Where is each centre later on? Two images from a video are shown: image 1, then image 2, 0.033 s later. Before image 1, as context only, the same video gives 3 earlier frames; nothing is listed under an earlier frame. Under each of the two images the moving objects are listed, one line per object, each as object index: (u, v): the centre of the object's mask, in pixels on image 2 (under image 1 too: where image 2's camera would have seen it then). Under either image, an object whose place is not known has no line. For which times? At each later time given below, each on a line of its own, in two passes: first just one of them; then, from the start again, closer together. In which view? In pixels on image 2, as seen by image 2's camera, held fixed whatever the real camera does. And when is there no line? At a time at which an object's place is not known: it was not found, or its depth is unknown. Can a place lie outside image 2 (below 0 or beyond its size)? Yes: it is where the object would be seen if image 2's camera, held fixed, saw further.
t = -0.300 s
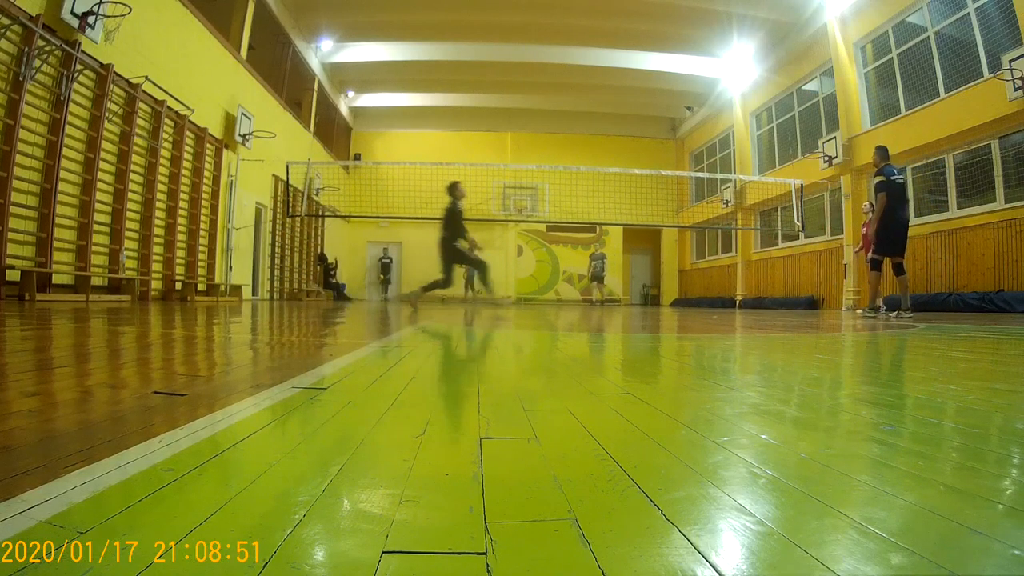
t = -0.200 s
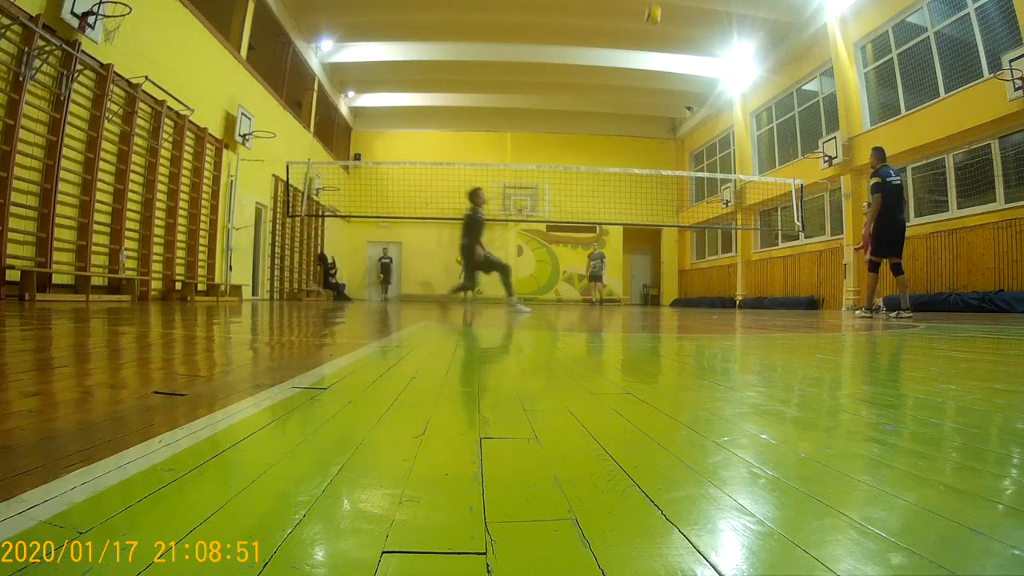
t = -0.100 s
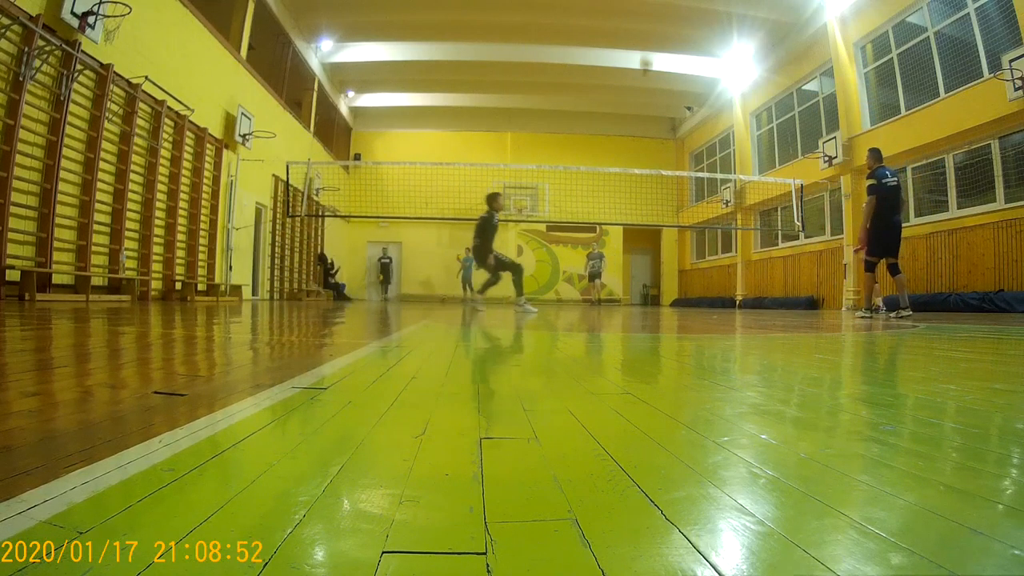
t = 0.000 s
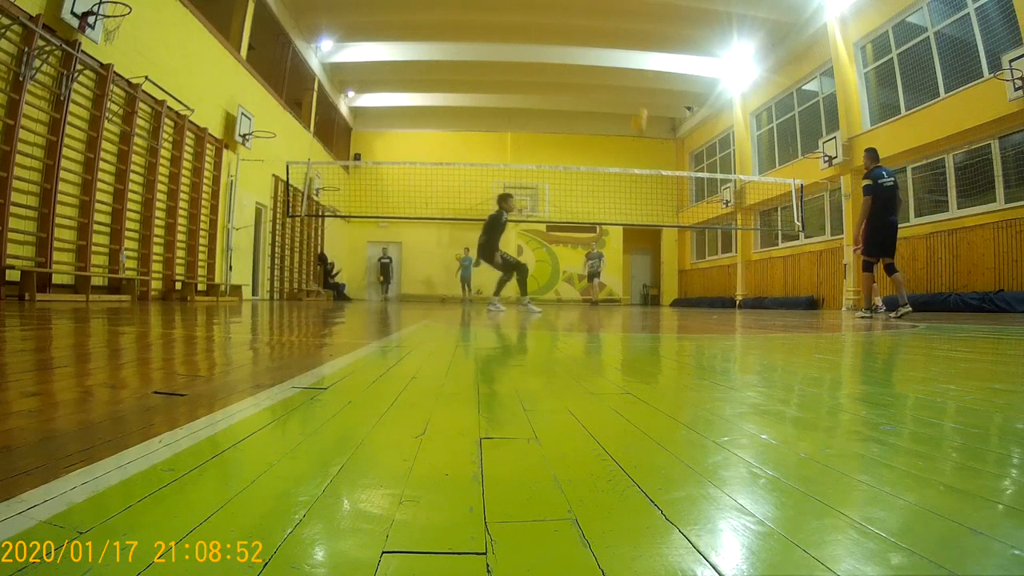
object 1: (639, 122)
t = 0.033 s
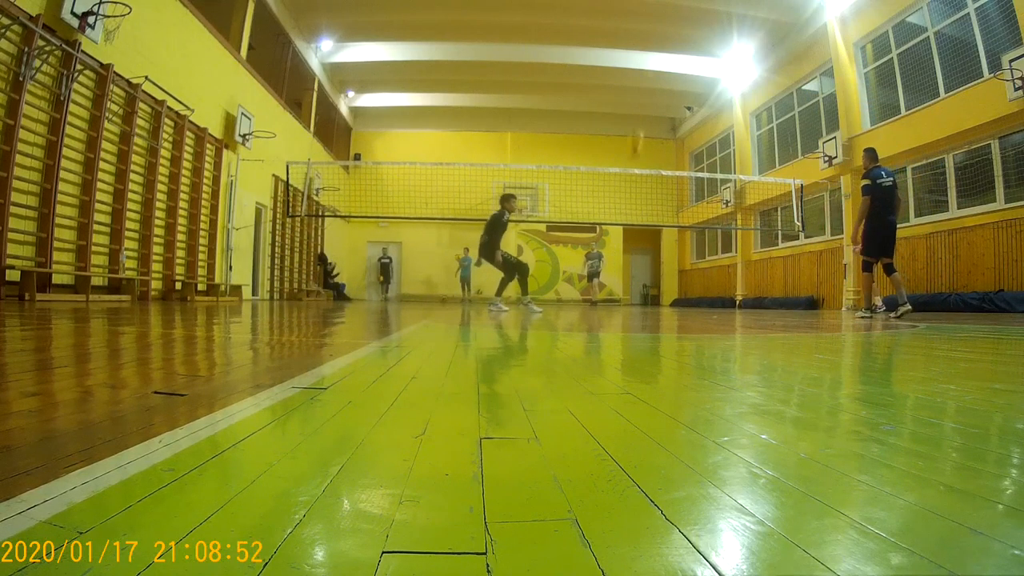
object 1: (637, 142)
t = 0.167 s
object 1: (617, 247)
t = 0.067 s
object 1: (634, 164)
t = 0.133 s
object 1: (624, 216)
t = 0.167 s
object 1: (617, 247)
